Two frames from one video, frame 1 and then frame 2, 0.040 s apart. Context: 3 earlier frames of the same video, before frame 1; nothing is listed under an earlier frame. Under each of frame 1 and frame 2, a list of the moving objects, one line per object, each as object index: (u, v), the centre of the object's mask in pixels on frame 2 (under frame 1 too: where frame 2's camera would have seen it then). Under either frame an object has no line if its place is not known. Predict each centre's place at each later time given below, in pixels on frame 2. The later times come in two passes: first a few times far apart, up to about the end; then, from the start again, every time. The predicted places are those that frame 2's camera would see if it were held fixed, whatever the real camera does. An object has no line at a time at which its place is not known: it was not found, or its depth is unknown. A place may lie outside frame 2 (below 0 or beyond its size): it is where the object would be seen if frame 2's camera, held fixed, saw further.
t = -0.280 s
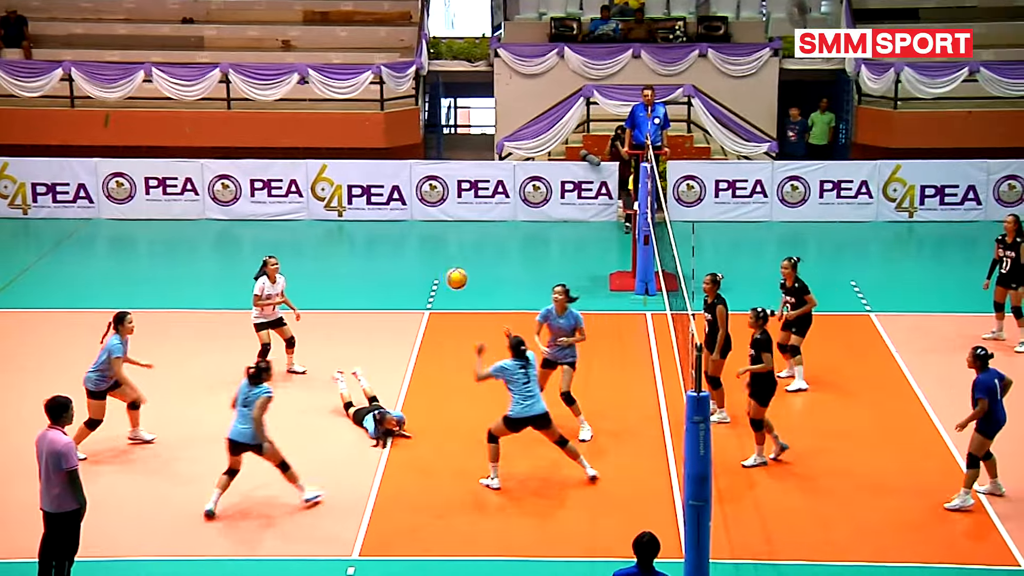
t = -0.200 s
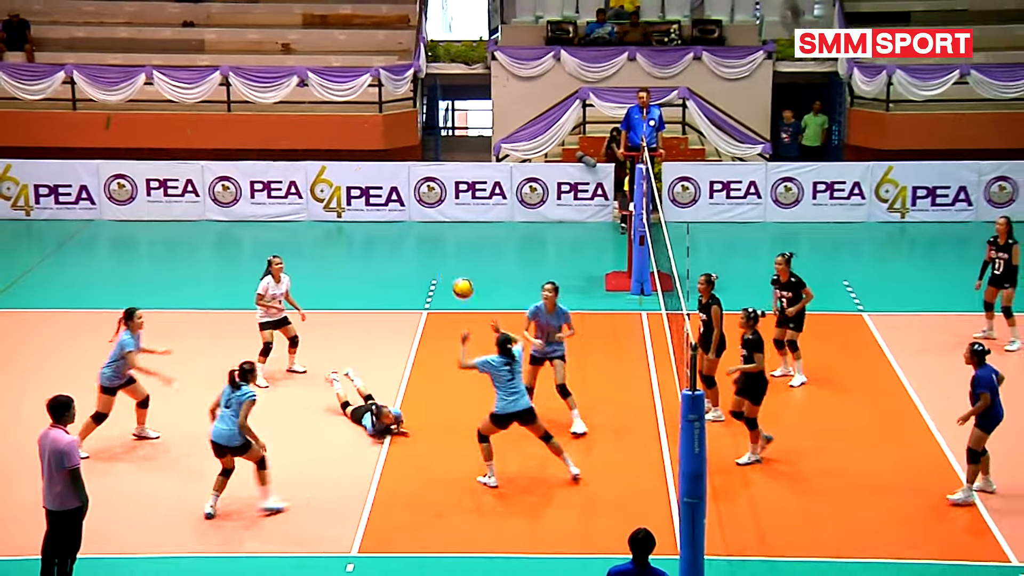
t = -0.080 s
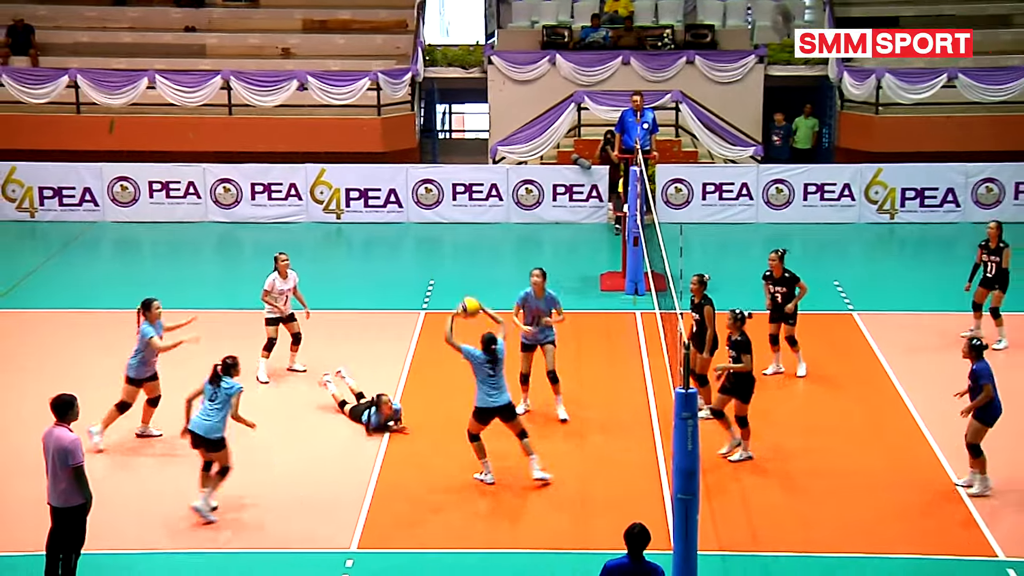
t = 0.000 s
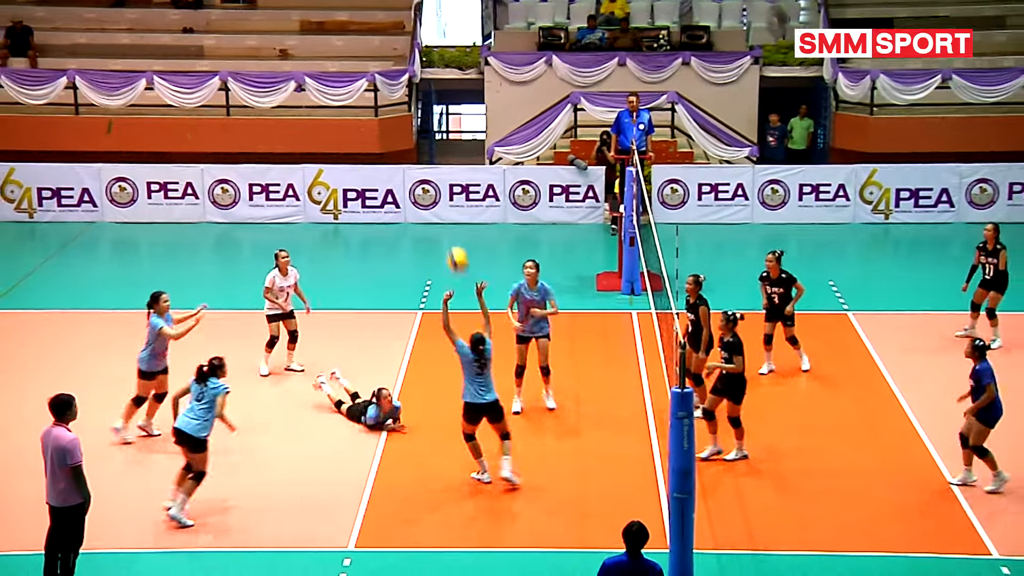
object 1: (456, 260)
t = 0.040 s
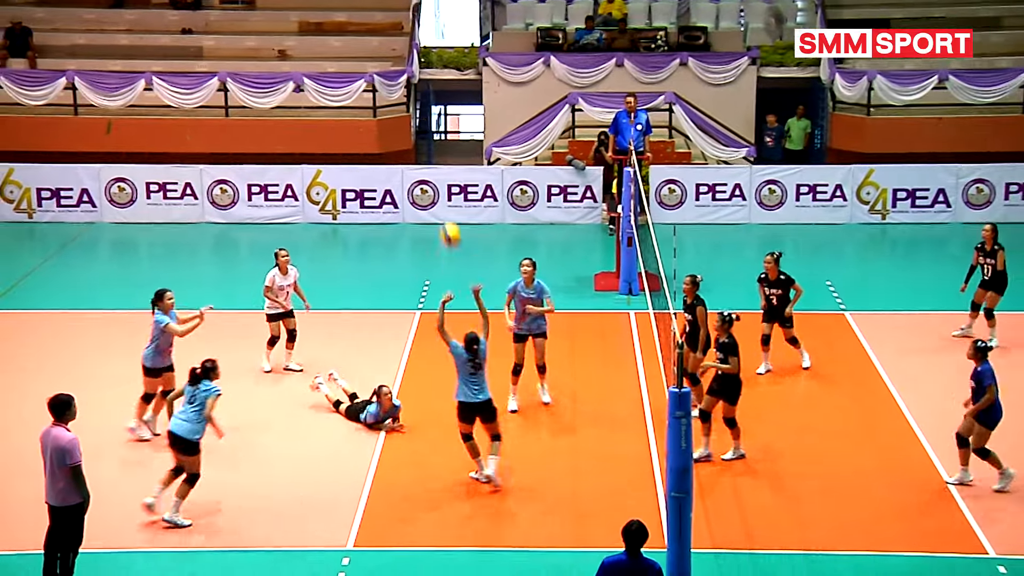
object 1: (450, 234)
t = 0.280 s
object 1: (417, 117)
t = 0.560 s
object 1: (376, 49)
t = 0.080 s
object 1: (445, 211)
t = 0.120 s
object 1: (439, 189)
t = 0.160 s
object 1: (433, 167)
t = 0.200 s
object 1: (427, 150)
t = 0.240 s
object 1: (421, 133)
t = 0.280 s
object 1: (417, 117)
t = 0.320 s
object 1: (410, 101)
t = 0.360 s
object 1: (405, 89)
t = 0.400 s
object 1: (399, 77)
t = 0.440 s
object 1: (393, 68)
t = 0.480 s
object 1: (387, 60)
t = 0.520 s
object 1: (381, 54)
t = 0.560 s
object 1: (376, 49)
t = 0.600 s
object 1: (371, 47)
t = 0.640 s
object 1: (366, 45)
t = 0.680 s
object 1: (361, 46)
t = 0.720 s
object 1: (356, 47)
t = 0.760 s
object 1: (351, 51)
